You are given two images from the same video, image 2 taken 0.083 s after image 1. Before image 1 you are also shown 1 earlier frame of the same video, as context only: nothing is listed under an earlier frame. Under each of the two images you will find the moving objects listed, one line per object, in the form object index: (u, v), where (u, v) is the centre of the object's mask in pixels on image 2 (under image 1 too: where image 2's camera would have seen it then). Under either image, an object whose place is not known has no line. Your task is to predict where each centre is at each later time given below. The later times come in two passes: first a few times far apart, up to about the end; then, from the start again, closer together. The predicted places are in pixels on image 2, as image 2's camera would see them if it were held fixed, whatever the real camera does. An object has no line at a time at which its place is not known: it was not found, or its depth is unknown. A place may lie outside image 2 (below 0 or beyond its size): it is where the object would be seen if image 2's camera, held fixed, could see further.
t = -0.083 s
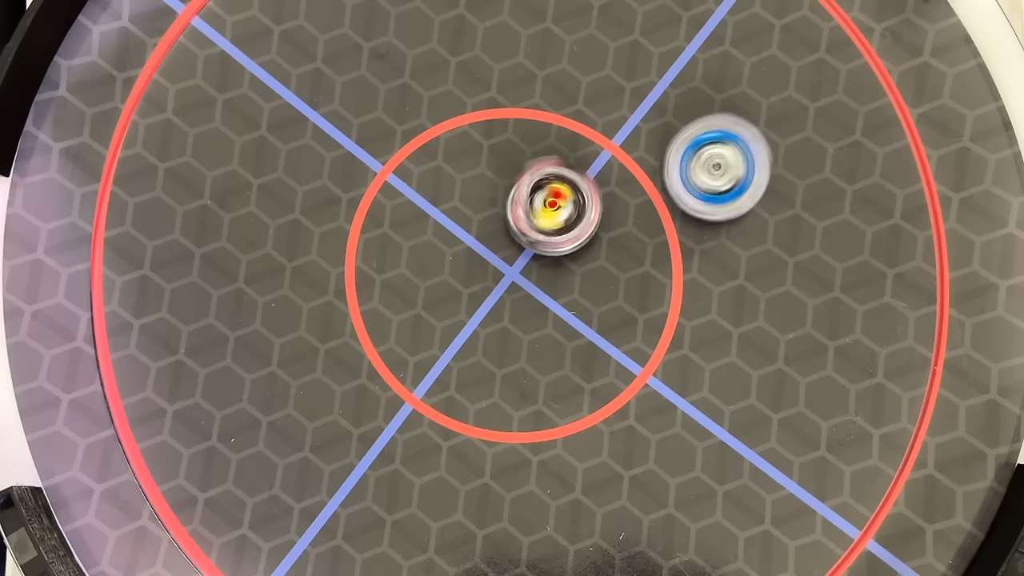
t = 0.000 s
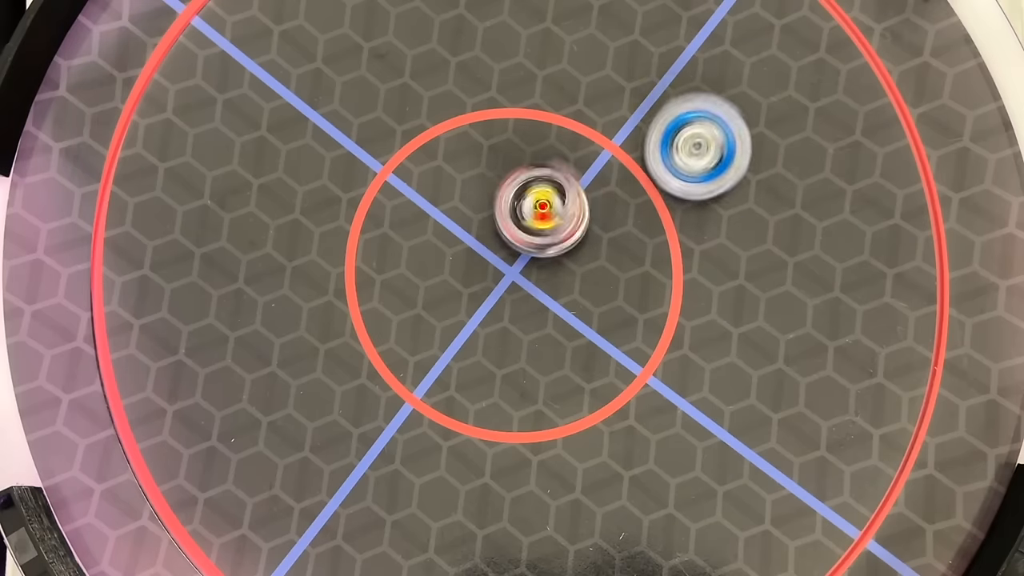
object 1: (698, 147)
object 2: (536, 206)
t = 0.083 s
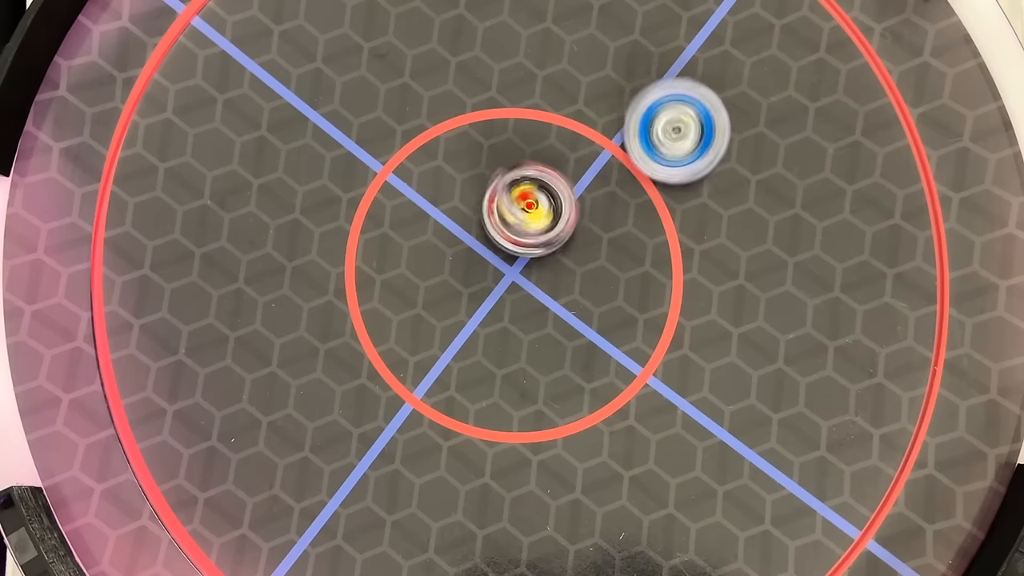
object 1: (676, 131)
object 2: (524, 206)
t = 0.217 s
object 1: (638, 109)
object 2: (508, 200)
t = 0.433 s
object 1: (567, 93)
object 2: (497, 191)
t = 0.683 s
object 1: (493, 86)
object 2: (496, 211)
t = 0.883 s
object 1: (434, 107)
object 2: (494, 229)
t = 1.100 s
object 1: (384, 151)
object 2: (485, 238)
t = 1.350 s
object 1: (348, 218)
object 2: (468, 247)
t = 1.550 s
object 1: (341, 278)
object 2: (464, 242)
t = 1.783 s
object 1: (358, 344)
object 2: (464, 235)
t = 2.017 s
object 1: (402, 393)
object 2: (480, 243)
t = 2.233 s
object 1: (460, 416)
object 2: (486, 254)
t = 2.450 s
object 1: (523, 408)
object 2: (481, 271)
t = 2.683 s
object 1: (586, 375)
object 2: (477, 275)
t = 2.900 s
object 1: (633, 328)
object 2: (467, 270)
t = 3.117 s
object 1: (664, 274)
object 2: (476, 266)
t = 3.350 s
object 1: (676, 212)
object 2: (489, 266)
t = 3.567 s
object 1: (666, 158)
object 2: (498, 277)
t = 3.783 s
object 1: (635, 115)
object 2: (501, 288)
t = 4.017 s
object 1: (585, 91)
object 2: (491, 295)
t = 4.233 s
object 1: (532, 98)
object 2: (490, 289)
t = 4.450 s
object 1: (483, 133)
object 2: (497, 279)
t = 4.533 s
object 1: (468, 153)
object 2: (497, 279)
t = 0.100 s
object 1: (671, 127)
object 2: (521, 202)
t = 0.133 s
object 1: (662, 121)
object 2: (515, 204)
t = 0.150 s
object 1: (658, 119)
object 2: (514, 202)
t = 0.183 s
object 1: (648, 114)
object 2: (512, 201)
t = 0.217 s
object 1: (638, 109)
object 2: (508, 200)
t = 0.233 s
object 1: (632, 107)
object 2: (507, 201)
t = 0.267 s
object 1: (621, 103)
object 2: (504, 198)
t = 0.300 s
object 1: (611, 100)
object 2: (501, 193)
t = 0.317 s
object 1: (606, 98)
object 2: (501, 198)
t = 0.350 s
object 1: (595, 96)
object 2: (500, 196)
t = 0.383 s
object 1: (584, 94)
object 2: (498, 194)
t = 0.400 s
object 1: (578, 94)
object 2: (498, 193)
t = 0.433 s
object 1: (567, 93)
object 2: (497, 191)
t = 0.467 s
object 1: (556, 93)
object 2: (494, 190)
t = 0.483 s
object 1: (551, 92)
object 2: (496, 188)
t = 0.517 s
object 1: (539, 92)
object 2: (498, 189)
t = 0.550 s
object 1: (530, 89)
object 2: (494, 192)
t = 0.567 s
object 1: (526, 87)
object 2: (496, 194)
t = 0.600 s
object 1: (517, 85)
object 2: (492, 202)
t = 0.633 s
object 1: (508, 85)
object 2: (492, 209)
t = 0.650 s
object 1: (502, 85)
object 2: (496, 209)
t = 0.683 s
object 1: (493, 86)
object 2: (496, 211)
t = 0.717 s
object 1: (483, 88)
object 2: (498, 214)
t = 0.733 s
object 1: (478, 90)
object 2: (497, 216)
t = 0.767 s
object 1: (468, 93)
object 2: (496, 219)
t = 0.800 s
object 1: (458, 96)
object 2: (495, 219)
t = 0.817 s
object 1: (453, 97)
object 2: (493, 221)
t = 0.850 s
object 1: (444, 102)
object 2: (496, 225)
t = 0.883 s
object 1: (434, 107)
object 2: (494, 229)
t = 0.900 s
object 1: (430, 110)
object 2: (492, 228)
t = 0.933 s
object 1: (422, 116)
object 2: (488, 232)
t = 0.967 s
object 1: (414, 122)
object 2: (490, 233)
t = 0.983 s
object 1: (409, 124)
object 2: (491, 231)
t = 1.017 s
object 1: (401, 131)
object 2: (488, 234)
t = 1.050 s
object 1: (394, 139)
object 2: (484, 238)
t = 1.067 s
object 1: (390, 143)
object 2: (486, 239)
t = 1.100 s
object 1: (384, 151)
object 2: (485, 238)
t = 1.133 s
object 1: (377, 159)
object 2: (482, 240)
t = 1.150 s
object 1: (374, 162)
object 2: (480, 244)
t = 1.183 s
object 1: (369, 171)
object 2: (473, 243)
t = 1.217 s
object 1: (363, 180)
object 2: (477, 243)
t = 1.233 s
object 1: (361, 185)
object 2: (473, 245)
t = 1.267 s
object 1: (357, 195)
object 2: (473, 246)
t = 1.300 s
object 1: (353, 204)
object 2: (467, 247)
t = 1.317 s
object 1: (351, 208)
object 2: (470, 246)
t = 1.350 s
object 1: (348, 218)
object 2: (468, 247)
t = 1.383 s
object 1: (345, 228)
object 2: (466, 247)
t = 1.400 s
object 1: (344, 234)
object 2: (467, 244)
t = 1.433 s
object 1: (343, 244)
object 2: (468, 244)
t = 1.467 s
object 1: (342, 253)
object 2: (466, 246)
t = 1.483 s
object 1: (341, 258)
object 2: (462, 247)
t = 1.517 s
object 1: (341, 268)
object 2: (462, 243)
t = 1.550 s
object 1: (341, 278)
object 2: (464, 242)
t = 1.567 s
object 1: (341, 283)
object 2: (462, 241)
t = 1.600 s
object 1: (342, 293)
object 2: (458, 240)
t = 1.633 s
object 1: (344, 303)
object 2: (464, 240)
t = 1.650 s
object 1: (346, 307)
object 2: (465, 240)
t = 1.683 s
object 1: (348, 317)
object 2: (463, 239)
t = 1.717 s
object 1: (351, 326)
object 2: (466, 235)
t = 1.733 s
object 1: (352, 331)
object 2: (463, 233)
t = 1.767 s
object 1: (355, 340)
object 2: (469, 235)
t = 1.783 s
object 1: (358, 344)
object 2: (464, 235)
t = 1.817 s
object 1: (363, 352)
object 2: (469, 238)
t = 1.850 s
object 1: (368, 360)
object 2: (470, 237)
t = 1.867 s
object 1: (370, 364)
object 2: (472, 236)
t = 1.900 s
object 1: (376, 371)
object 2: (473, 237)
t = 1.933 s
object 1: (382, 377)
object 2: (477, 238)
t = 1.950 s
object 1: (387, 381)
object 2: (477, 240)
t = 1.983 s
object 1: (394, 387)
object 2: (478, 237)
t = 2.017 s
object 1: (402, 393)
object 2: (480, 243)
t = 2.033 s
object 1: (406, 395)
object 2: (482, 243)
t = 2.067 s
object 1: (414, 400)
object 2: (483, 244)
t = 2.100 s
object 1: (423, 404)
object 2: (482, 243)
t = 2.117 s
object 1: (427, 407)
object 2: (484, 248)
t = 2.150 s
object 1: (436, 411)
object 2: (486, 253)
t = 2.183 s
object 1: (445, 414)
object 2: (486, 253)
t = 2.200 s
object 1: (450, 414)
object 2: (486, 254)
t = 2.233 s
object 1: (460, 416)
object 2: (486, 254)
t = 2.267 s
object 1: (469, 417)
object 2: (485, 258)
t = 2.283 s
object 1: (473, 417)
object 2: (487, 258)
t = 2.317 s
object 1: (483, 417)
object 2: (486, 262)
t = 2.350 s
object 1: (493, 415)
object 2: (487, 264)
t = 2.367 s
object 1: (498, 415)
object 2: (486, 266)
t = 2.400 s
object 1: (508, 413)
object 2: (485, 267)
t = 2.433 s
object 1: (518, 411)
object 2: (485, 268)
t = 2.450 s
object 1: (523, 408)
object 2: (481, 271)
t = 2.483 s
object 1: (534, 405)
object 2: (483, 272)
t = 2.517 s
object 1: (543, 401)
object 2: (477, 273)
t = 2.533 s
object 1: (547, 400)
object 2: (481, 273)
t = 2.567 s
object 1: (556, 396)
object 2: (479, 275)
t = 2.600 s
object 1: (564, 390)
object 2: (478, 276)
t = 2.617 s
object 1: (569, 388)
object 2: (478, 276)
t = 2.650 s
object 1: (577, 382)
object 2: (479, 277)
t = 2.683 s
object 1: (586, 375)
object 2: (477, 275)
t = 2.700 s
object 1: (589, 371)
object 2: (471, 278)
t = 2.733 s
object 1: (598, 364)
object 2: (473, 279)
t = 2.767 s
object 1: (606, 357)
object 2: (467, 276)
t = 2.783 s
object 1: (610, 354)
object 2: (472, 276)
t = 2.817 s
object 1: (617, 347)
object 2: (470, 276)
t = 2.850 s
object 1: (623, 340)
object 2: (470, 275)
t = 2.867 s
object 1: (627, 336)
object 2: (471, 274)
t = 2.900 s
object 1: (633, 328)
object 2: (467, 270)
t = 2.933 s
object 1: (638, 320)
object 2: (470, 272)
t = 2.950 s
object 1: (640, 315)
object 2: (466, 272)
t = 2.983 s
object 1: (646, 306)
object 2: (470, 271)
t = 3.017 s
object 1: (651, 298)
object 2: (467, 268)
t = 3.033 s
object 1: (654, 295)
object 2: (471, 267)
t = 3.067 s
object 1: (658, 286)
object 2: (471, 270)
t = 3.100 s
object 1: (662, 278)
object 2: (475, 267)
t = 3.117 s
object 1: (664, 274)
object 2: (476, 266)
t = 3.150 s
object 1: (667, 265)
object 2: (475, 262)
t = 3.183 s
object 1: (669, 256)
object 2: (479, 266)
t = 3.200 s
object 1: (670, 251)
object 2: (475, 267)
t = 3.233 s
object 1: (672, 242)
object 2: (481, 266)
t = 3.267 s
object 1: (674, 233)
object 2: (479, 265)
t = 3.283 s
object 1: (675, 229)
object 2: (484, 263)
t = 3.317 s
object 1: (676, 221)
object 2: (486, 267)
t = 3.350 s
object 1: (676, 212)
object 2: (489, 266)
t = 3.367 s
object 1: (677, 207)
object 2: (490, 268)
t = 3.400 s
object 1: (676, 199)
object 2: (490, 266)
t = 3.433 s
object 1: (675, 190)
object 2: (494, 270)
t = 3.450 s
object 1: (674, 185)
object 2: (492, 272)
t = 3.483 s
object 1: (672, 176)
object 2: (495, 274)
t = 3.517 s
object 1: (670, 168)
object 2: (498, 278)
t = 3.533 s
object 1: (669, 165)
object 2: (497, 273)
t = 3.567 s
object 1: (666, 158)
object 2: (498, 277)
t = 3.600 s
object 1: (662, 150)
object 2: (499, 277)
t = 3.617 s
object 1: (661, 146)
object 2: (500, 280)
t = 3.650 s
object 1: (656, 139)
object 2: (501, 282)
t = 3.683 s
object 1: (652, 132)
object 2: (502, 283)
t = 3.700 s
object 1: (649, 128)
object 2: (499, 285)
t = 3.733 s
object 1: (645, 122)
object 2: (503, 288)
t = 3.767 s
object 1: (639, 117)
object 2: (501, 291)
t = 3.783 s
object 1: (635, 115)
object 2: (501, 288)
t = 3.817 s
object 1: (628, 109)
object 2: (498, 292)
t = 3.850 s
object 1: (622, 104)
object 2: (499, 292)
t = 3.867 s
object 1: (619, 102)
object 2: (498, 293)
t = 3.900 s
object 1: (612, 98)
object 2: (498, 294)
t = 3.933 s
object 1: (605, 96)
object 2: (497, 293)
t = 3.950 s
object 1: (602, 94)
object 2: (494, 295)
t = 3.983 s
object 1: (594, 92)
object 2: (495, 294)
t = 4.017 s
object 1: (585, 91)
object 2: (491, 295)
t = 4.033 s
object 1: (581, 89)
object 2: (496, 293)
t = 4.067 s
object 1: (574, 89)
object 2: (494, 292)
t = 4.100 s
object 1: (566, 89)
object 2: (494, 292)
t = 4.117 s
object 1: (561, 91)
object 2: (493, 294)
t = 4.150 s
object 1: (552, 92)
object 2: (486, 291)
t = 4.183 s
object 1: (544, 93)
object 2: (489, 293)
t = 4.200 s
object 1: (540, 95)
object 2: (490, 290)
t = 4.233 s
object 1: (532, 98)
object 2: (490, 289)
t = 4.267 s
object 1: (524, 102)
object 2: (489, 289)
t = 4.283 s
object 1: (520, 103)
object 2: (487, 284)
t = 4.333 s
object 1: (507, 111)
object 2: (489, 287)
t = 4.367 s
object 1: (500, 116)
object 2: (492, 283)
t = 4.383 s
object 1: (497, 119)
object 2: (494, 281)
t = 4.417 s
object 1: (490, 126)
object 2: (493, 276)
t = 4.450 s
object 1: (483, 133)
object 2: (497, 279)
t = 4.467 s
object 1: (480, 136)
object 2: (494, 281)
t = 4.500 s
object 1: (474, 145)
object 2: (498, 280)
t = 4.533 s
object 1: (468, 153)
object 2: (497, 279)
